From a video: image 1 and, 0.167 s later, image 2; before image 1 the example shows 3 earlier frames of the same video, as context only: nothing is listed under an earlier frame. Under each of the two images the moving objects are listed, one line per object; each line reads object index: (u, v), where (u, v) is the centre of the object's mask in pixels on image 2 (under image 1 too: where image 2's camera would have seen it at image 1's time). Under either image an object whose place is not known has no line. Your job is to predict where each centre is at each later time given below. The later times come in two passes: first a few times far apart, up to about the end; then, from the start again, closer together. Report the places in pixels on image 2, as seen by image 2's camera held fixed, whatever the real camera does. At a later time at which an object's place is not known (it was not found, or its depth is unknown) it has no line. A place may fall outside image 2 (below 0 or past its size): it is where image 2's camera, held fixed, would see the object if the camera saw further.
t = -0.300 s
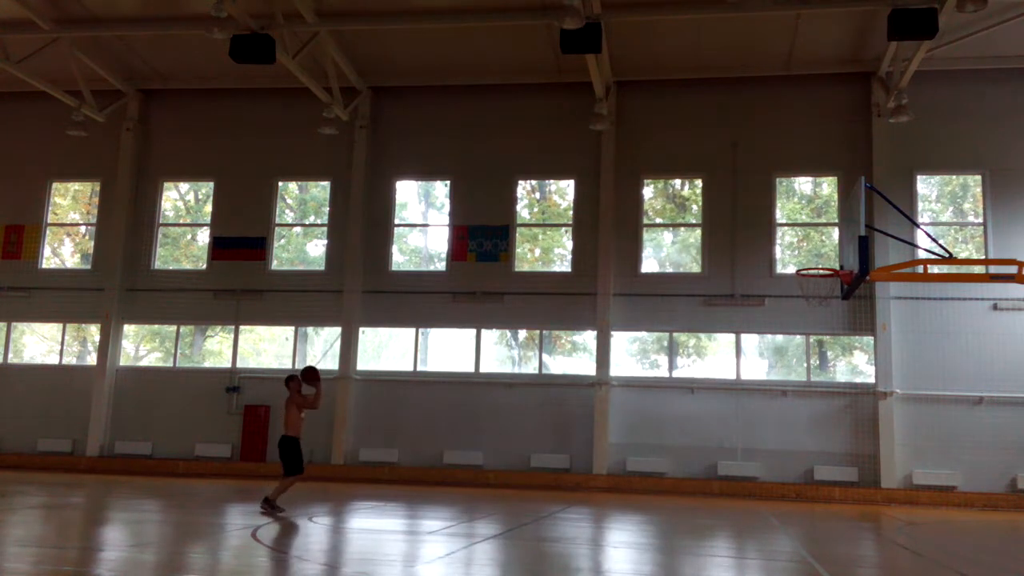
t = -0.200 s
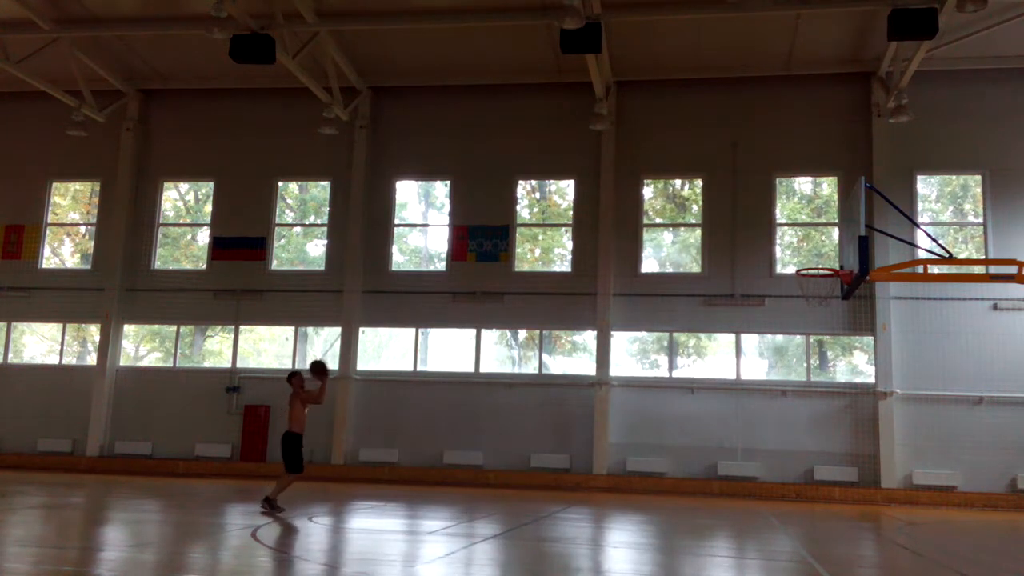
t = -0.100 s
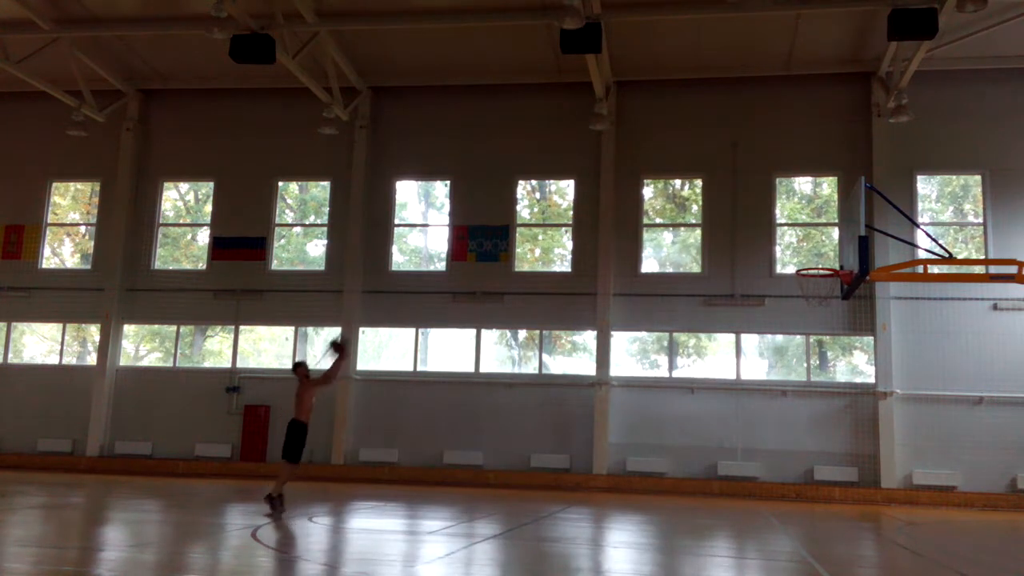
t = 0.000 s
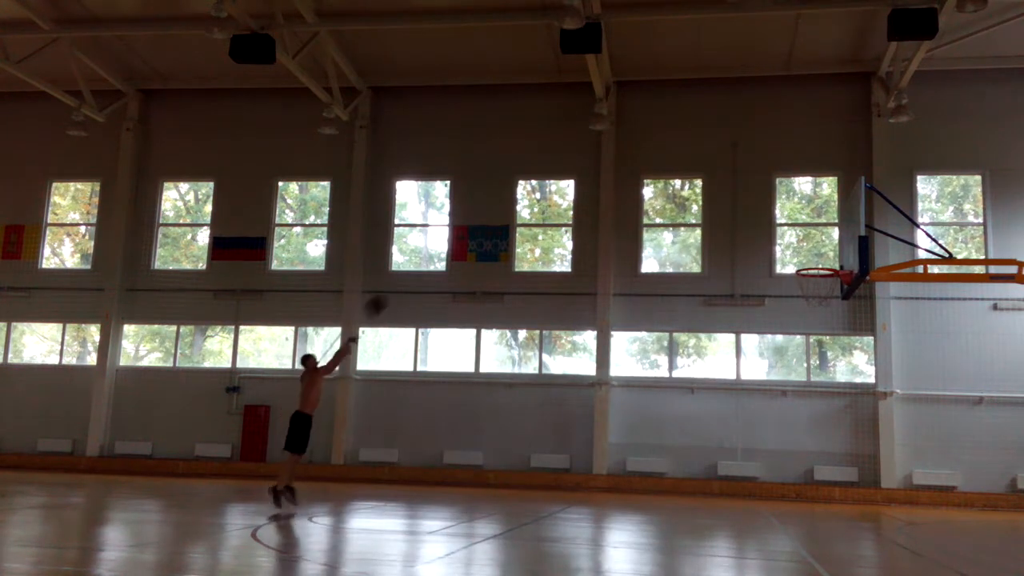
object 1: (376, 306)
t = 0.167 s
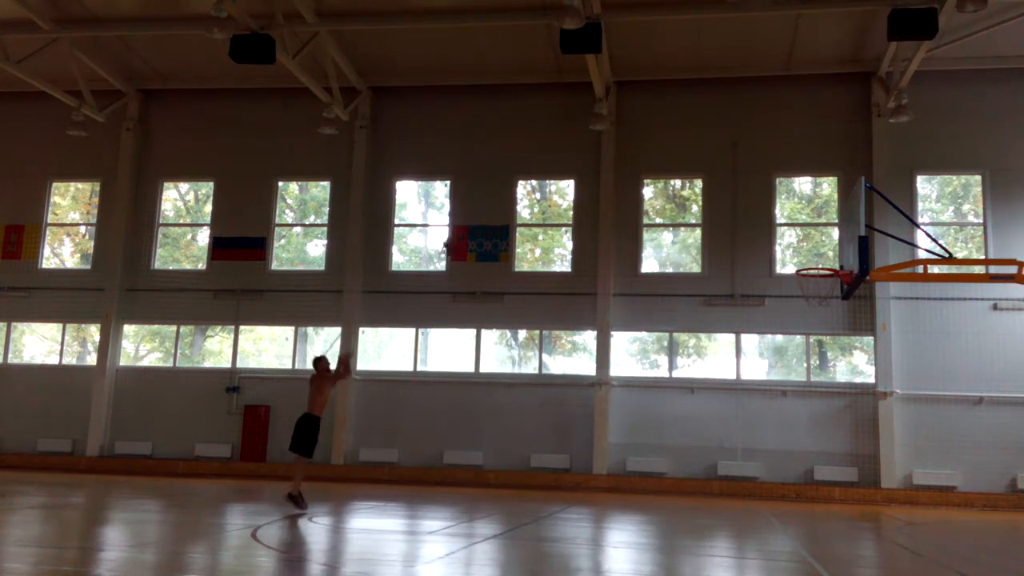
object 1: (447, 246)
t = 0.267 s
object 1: (487, 220)
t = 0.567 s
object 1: (610, 185)
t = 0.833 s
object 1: (722, 210)
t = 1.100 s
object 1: (834, 289)
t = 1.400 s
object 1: (838, 395)
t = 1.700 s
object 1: (833, 502)
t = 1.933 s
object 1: (799, 425)
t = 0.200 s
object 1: (459, 234)
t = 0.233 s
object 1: (475, 227)
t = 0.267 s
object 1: (487, 220)
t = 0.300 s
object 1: (501, 213)
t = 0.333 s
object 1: (512, 207)
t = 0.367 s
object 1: (528, 201)
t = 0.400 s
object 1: (541, 196)
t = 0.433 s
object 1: (555, 193)
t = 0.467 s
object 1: (569, 190)
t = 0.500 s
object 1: (583, 188)
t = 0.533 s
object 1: (596, 186)
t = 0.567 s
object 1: (610, 185)
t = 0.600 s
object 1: (624, 186)
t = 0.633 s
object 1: (637, 186)
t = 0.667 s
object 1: (652, 188)
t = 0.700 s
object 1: (666, 191)
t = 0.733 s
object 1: (679, 194)
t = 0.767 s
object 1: (694, 199)
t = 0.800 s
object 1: (709, 204)
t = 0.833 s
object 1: (722, 210)
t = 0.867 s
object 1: (737, 216)
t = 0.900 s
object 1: (750, 224)
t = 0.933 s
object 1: (765, 233)
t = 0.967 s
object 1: (778, 242)
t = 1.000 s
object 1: (795, 252)
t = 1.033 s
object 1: (811, 263)
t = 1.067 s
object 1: (826, 279)
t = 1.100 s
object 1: (834, 289)
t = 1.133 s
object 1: (836, 298)
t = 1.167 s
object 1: (836, 308)
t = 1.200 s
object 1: (836, 317)
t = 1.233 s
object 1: (836, 327)
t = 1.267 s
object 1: (836, 338)
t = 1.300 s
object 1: (837, 351)
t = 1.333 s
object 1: (836, 365)
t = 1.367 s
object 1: (837, 381)
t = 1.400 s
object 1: (838, 395)
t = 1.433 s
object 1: (838, 412)
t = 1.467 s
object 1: (839, 429)
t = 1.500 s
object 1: (840, 447)
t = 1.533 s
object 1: (840, 465)
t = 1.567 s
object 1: (842, 490)
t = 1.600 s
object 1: (842, 510)
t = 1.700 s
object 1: (833, 502)
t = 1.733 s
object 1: (828, 487)
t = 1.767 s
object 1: (822, 473)
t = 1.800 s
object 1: (818, 461)
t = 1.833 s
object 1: (813, 451)
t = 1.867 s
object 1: (808, 441)
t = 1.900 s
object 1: (804, 433)
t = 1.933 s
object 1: (799, 425)
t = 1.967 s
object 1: (795, 418)
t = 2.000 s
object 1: (790, 412)
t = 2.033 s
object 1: (785, 407)
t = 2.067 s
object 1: (781, 403)
